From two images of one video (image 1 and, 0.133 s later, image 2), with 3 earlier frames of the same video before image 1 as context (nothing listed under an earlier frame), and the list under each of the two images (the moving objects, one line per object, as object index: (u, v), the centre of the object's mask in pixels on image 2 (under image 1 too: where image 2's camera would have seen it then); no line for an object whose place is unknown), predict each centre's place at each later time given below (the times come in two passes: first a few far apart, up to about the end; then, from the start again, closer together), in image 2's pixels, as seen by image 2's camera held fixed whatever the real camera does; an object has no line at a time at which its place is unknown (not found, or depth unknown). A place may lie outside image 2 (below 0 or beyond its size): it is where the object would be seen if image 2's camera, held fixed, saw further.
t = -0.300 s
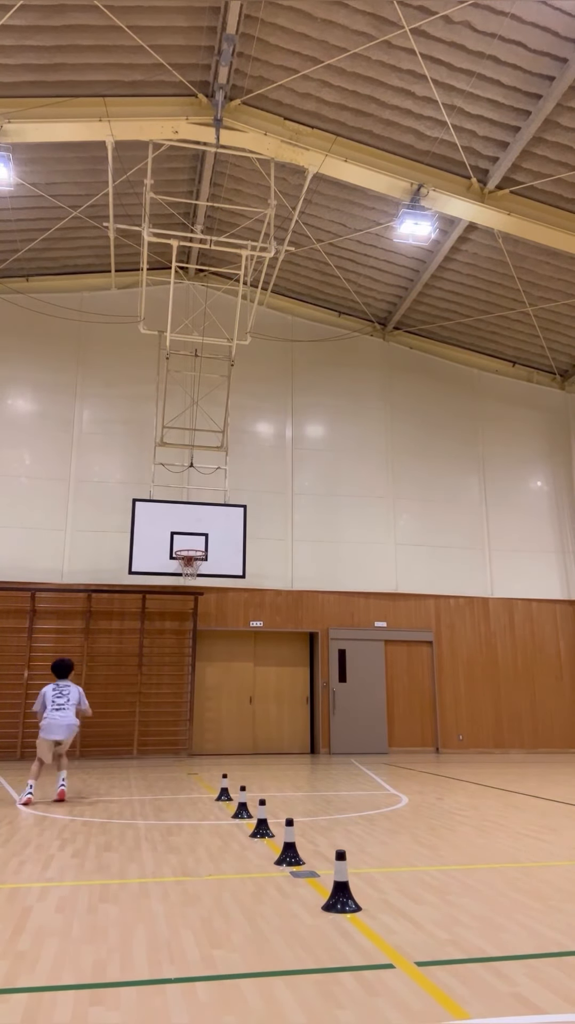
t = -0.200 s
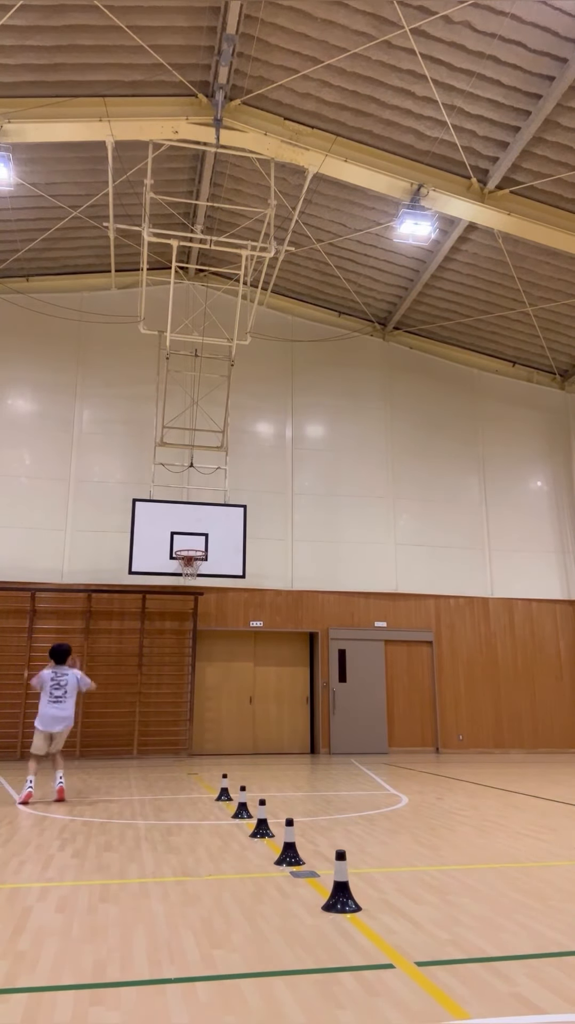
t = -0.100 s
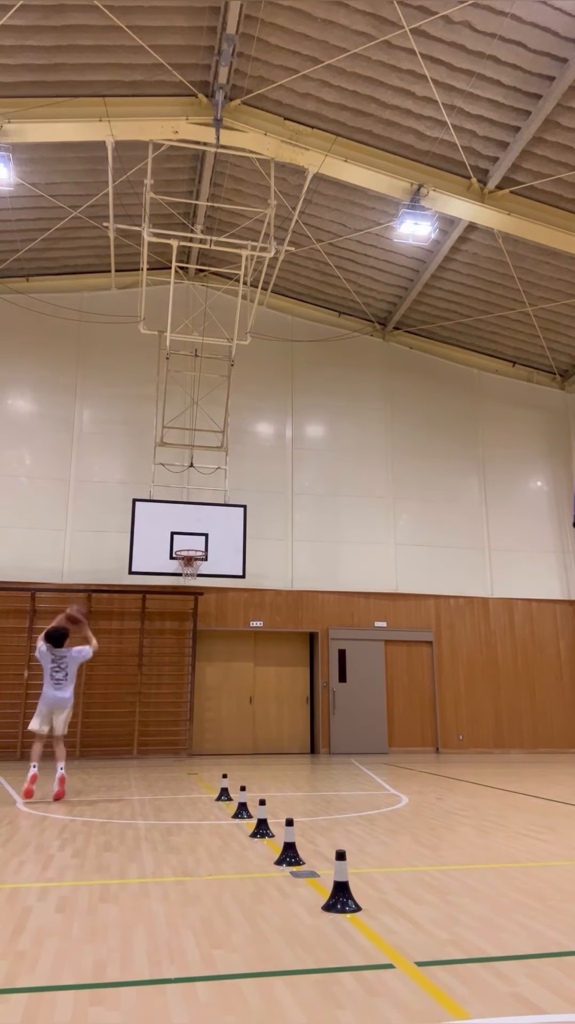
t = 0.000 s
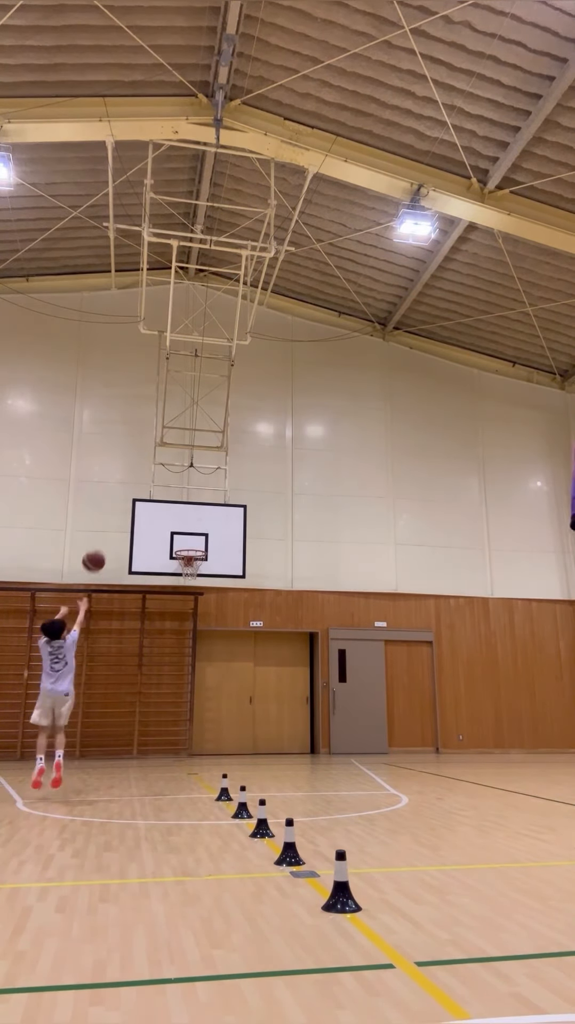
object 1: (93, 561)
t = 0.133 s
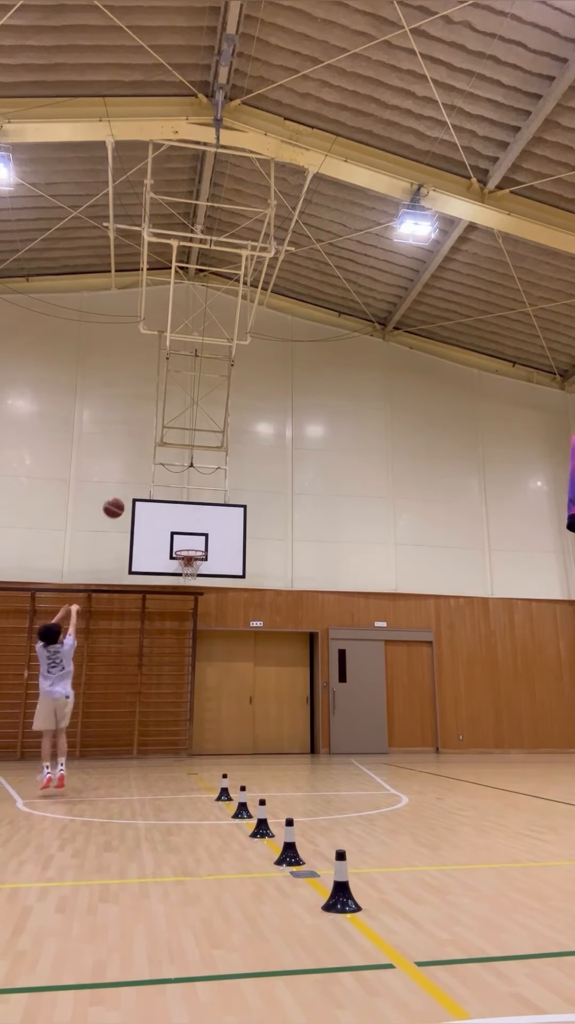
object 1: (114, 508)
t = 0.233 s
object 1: (126, 481)
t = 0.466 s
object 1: (150, 455)
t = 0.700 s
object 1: (169, 468)
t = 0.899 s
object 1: (181, 504)
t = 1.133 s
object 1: (190, 566)
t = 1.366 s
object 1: (182, 608)
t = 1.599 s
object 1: (172, 692)
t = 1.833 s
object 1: (163, 724)
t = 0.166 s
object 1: (118, 498)
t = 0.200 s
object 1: (122, 489)
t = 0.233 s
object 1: (126, 481)
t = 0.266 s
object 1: (130, 475)
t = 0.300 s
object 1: (134, 469)
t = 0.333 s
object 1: (137, 465)
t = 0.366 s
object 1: (141, 461)
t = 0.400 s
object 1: (144, 459)
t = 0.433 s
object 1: (147, 456)
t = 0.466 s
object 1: (150, 455)
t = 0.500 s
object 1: (153, 455)
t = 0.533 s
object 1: (156, 455)
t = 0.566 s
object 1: (159, 457)
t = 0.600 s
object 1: (161, 459)
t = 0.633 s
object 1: (164, 461)
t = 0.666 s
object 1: (166, 464)
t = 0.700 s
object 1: (169, 468)
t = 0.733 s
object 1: (171, 473)
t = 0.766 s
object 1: (173, 478)
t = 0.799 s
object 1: (176, 484)
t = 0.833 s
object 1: (178, 490)
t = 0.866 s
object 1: (180, 497)
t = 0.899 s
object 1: (181, 504)
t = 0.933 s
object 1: (183, 513)
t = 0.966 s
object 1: (185, 521)
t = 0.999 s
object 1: (187, 531)
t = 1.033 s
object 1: (189, 540)
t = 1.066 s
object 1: (190, 552)
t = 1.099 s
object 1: (190, 561)
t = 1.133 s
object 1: (190, 566)
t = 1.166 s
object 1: (189, 569)
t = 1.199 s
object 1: (187, 574)
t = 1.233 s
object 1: (186, 580)
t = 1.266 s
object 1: (185, 586)
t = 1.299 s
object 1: (184, 592)
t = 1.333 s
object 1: (183, 600)
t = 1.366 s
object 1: (182, 608)
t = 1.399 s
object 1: (181, 618)
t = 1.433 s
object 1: (179, 626)
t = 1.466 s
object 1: (178, 637)
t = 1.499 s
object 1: (177, 650)
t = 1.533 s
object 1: (175, 663)
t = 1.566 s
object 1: (174, 676)
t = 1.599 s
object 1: (172, 692)
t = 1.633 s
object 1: (170, 706)
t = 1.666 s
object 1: (167, 725)
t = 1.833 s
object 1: (163, 724)
